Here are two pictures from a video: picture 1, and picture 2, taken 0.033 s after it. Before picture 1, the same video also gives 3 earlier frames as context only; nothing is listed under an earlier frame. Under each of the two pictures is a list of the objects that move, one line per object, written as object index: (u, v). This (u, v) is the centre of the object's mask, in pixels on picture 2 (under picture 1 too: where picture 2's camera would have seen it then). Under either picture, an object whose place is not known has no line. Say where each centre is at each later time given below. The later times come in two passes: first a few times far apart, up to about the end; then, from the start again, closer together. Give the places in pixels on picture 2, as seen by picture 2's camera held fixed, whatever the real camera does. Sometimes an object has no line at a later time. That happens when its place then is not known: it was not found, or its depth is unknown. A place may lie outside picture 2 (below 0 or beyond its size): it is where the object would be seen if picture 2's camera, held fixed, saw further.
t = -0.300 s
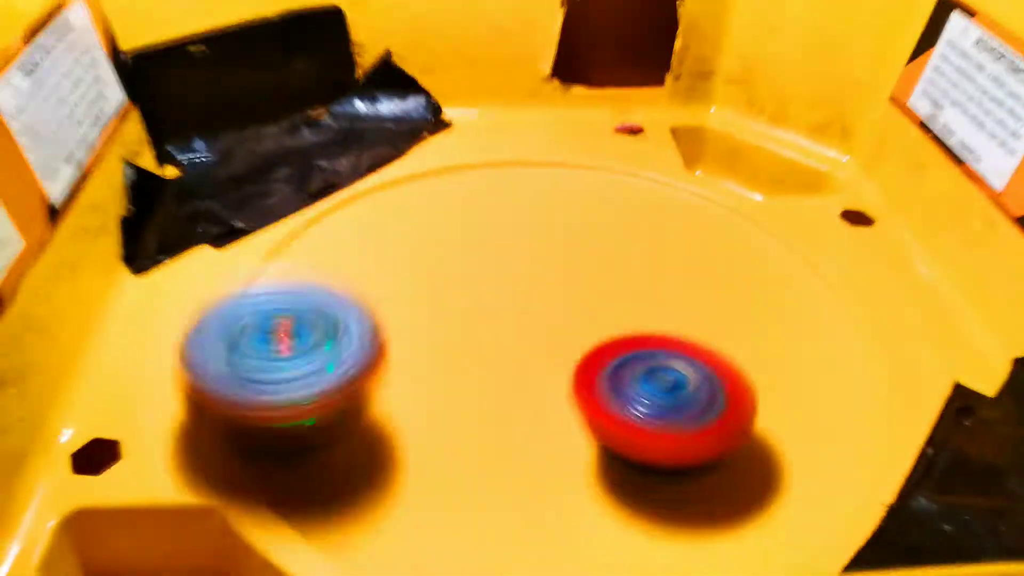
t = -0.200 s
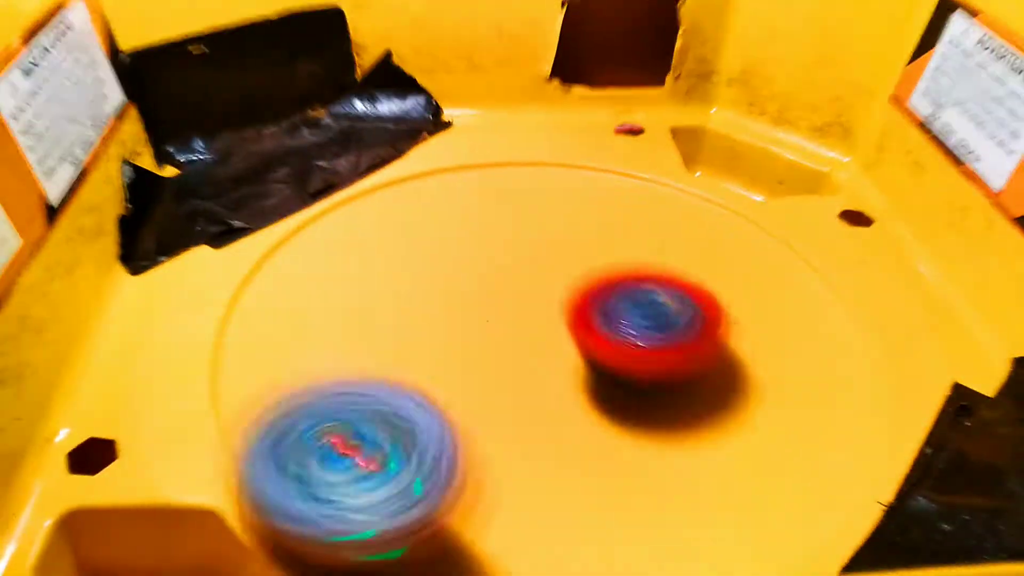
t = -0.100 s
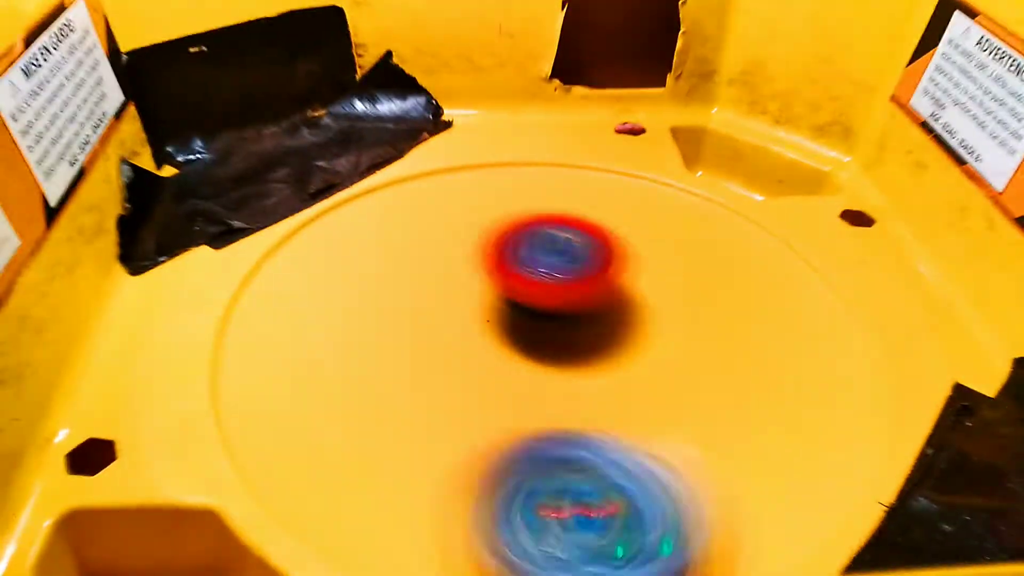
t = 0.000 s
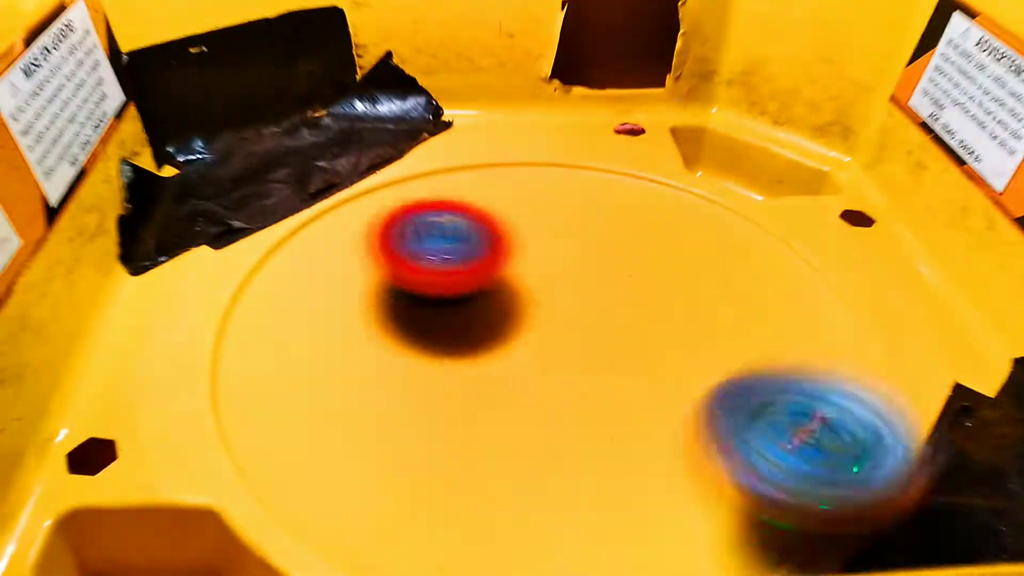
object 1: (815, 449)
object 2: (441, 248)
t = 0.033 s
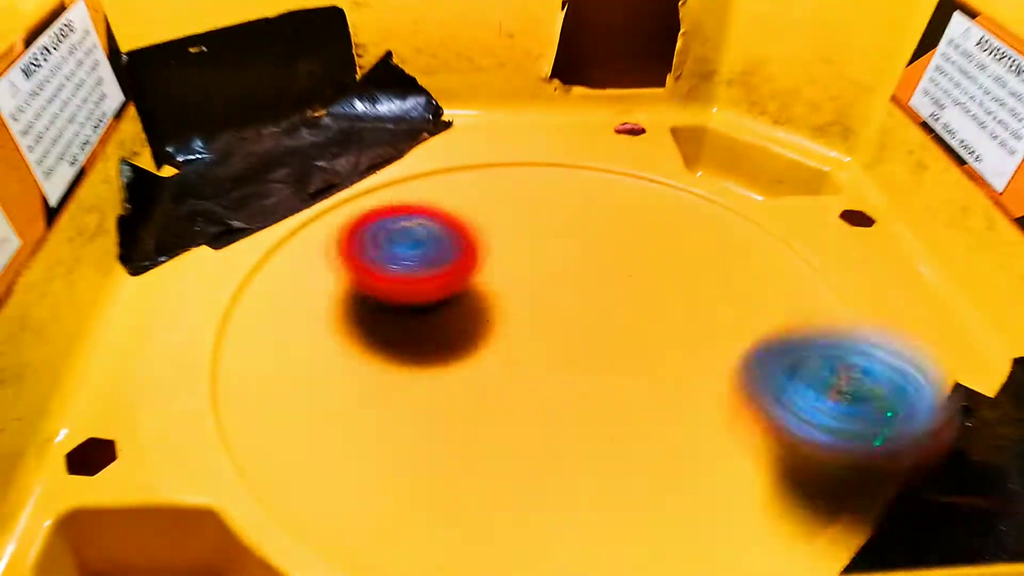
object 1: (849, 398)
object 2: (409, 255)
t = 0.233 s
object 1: (710, 145)
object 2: (391, 380)
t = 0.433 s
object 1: (322, 151)
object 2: (631, 348)
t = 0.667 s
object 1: (703, 504)
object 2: (523, 179)
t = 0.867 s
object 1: (778, 169)
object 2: (290, 235)
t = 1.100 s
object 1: (241, 226)
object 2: (608, 488)
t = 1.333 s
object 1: (876, 422)
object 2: (862, 262)
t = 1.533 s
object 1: (670, 134)
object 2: (509, 117)
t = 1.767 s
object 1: (379, 203)
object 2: (212, 169)
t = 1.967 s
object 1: (664, 441)
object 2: (220, 299)
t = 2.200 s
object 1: (928, 315)
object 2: (588, 430)
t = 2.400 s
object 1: (899, 253)
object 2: (743, 319)
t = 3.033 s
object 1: (409, 309)
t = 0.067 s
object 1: (858, 353)
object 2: (382, 266)
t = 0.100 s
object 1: (853, 299)
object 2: (361, 283)
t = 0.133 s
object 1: (831, 258)
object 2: (350, 304)
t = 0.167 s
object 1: (800, 216)
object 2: (349, 331)
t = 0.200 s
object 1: (757, 174)
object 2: (363, 358)
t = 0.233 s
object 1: (710, 145)
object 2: (391, 380)
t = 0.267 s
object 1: (656, 120)
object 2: (430, 398)
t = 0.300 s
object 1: (600, 108)
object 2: (474, 406)
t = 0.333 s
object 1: (535, 110)
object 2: (524, 405)
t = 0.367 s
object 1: (464, 111)
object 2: (569, 394)
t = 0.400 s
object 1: (382, 128)
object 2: (606, 375)
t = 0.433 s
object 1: (322, 151)
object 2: (631, 348)
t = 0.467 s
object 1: (263, 190)
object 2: (645, 321)
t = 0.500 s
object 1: (225, 249)
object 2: (647, 289)
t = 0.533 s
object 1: (222, 343)
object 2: (637, 260)
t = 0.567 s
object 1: (277, 429)
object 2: (617, 232)
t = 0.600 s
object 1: (393, 488)
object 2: (591, 210)
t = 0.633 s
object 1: (563, 511)
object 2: (560, 192)
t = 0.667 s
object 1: (703, 504)
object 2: (523, 179)
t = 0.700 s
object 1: (828, 467)
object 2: (480, 169)
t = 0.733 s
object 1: (889, 404)
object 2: (433, 166)
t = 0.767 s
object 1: (902, 337)
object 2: (391, 170)
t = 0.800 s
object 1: (884, 272)
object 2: (353, 183)
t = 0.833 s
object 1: (839, 216)
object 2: (318, 205)
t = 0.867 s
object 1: (778, 169)
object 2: (290, 235)
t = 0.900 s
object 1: (706, 134)
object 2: (274, 277)
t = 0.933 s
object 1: (628, 119)
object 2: (278, 331)
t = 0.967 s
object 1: (542, 103)
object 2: (303, 380)
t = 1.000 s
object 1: (442, 114)
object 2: (353, 422)
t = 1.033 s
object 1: (360, 132)
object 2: (426, 459)
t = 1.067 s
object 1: (293, 168)
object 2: (511, 484)
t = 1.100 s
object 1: (241, 226)
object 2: (608, 488)
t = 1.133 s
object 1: (218, 305)
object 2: (699, 483)
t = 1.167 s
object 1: (252, 406)
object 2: (775, 459)
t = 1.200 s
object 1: (359, 479)
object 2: (835, 427)
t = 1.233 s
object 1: (505, 511)
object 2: (876, 383)
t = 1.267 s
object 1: (674, 510)
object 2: (890, 341)
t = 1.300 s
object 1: (799, 485)
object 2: (884, 297)
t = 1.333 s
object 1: (876, 422)
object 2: (862, 262)
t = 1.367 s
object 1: (905, 356)
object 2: (818, 222)
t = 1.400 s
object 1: (891, 292)
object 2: (773, 188)
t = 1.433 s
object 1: (857, 234)
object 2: (726, 160)
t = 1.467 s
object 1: (797, 185)
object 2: (662, 140)
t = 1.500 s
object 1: (728, 148)
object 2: (598, 126)
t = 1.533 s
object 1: (670, 134)
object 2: (509, 117)
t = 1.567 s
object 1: (625, 135)
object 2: (388, 118)
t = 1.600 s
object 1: (572, 133)
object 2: (329, 123)
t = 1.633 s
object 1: (524, 132)
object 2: (258, 135)
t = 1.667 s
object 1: (474, 137)
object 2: (210, 143)
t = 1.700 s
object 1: (430, 151)
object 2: (195, 158)
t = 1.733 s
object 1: (389, 174)
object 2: (212, 170)
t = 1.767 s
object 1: (379, 203)
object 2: (212, 169)
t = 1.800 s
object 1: (395, 254)
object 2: (185, 175)
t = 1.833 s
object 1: (418, 298)
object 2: (181, 200)
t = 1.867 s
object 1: (455, 348)
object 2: (186, 218)
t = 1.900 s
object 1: (513, 388)
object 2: (193, 240)
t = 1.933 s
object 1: (582, 423)
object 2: (204, 266)
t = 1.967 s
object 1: (664, 441)
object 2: (220, 299)
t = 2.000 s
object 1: (747, 452)
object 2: (261, 340)
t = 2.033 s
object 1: (833, 450)
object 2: (303, 372)
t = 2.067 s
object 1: (882, 423)
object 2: (369, 405)
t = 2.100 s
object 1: (898, 393)
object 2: (420, 422)
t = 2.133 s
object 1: (913, 360)
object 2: (481, 431)
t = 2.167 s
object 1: (920, 334)
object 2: (538, 435)
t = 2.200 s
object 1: (928, 315)
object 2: (588, 430)
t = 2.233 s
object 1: (937, 300)
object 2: (634, 419)
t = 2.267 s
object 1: (946, 287)
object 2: (674, 402)
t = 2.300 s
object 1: (949, 274)
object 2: (705, 381)
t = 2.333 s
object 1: (937, 267)
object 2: (724, 364)
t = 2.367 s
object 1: (920, 259)
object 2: (738, 342)
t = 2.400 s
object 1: (899, 253)
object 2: (743, 319)
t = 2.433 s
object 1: (947, 232)
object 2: (662, 296)
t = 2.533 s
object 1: (855, 223)
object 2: (445, 222)
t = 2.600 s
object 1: (745, 243)
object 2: (353, 192)
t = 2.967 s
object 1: (398, 295)
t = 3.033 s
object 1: (409, 309)
